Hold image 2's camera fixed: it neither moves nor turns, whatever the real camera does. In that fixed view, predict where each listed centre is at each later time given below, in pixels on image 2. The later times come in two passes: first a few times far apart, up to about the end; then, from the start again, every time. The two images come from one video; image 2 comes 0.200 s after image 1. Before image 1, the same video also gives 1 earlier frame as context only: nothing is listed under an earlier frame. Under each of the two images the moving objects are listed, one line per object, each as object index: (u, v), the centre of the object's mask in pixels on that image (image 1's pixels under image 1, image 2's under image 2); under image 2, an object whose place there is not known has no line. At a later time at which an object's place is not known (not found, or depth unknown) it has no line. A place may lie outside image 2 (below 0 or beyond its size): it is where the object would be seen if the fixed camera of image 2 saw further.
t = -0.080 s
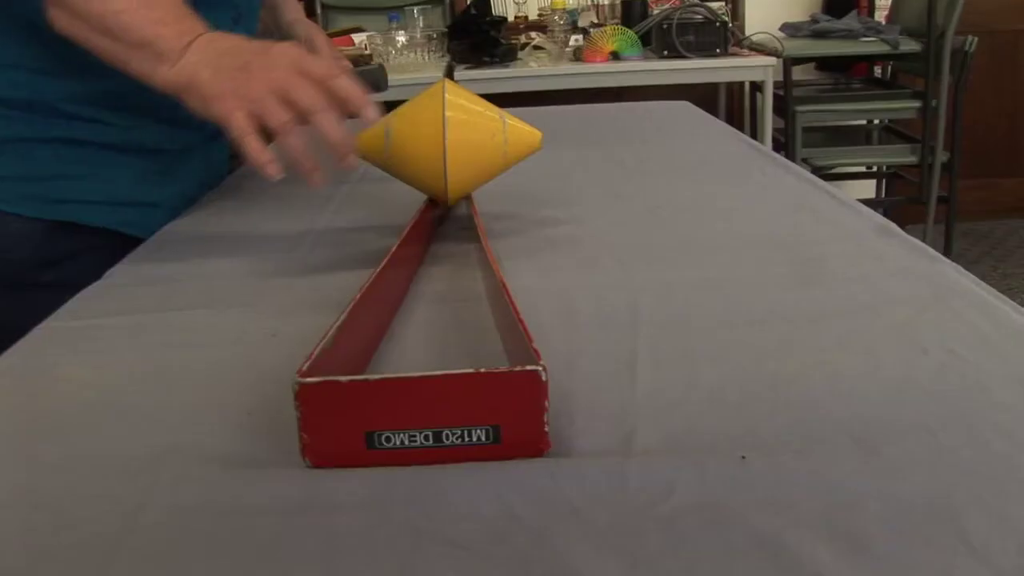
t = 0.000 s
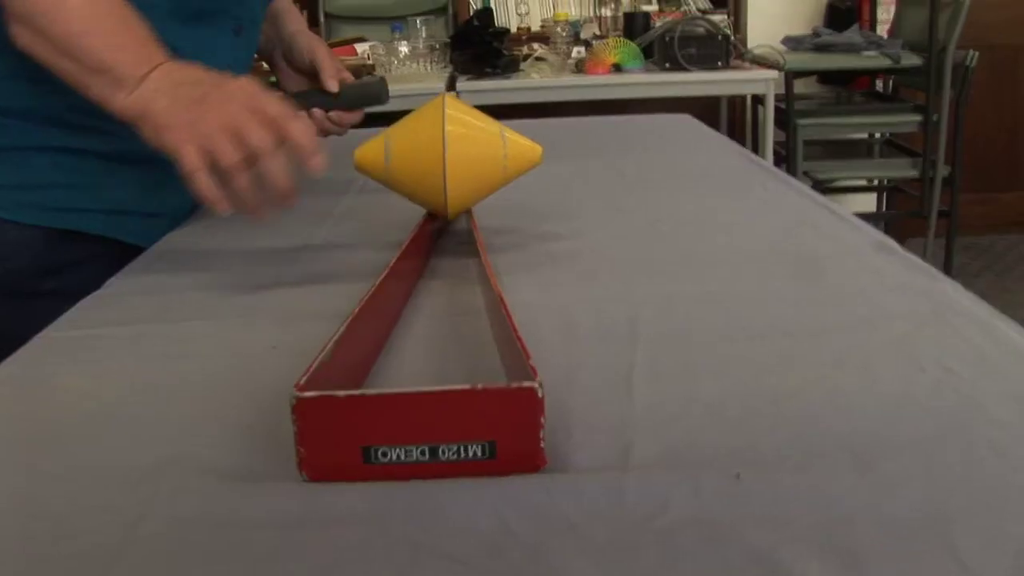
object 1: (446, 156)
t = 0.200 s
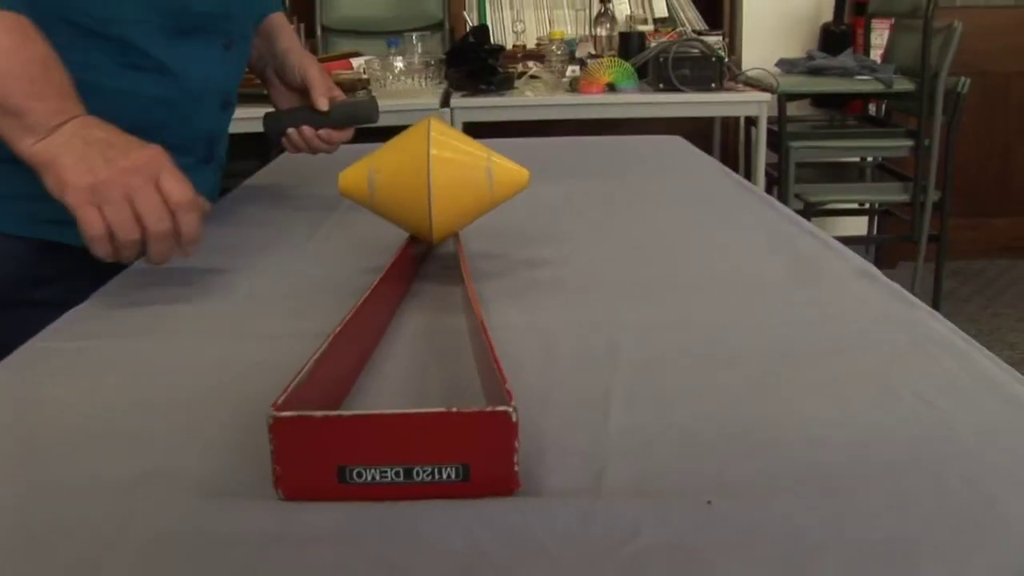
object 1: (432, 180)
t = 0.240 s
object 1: (432, 181)
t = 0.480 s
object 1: (429, 188)
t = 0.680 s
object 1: (426, 197)
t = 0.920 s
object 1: (423, 212)
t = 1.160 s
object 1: (417, 232)
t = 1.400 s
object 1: (410, 264)
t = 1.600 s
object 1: (402, 300)
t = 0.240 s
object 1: (432, 181)
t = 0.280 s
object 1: (432, 182)
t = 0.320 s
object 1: (431, 183)
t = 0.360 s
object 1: (431, 184)
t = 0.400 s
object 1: (430, 185)
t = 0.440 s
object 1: (430, 187)
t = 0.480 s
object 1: (429, 188)
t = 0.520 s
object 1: (429, 190)
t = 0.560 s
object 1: (428, 192)
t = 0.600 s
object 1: (427, 194)
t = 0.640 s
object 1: (427, 195)
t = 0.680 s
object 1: (426, 197)
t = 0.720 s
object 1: (426, 199)
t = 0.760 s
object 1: (425, 202)
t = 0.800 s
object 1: (425, 204)
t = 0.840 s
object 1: (424, 207)
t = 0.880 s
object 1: (423, 209)
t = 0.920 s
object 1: (423, 212)
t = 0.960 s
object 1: (422, 215)
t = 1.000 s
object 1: (421, 218)
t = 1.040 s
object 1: (420, 221)
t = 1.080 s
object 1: (419, 225)
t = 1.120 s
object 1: (418, 229)
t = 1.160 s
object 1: (417, 232)
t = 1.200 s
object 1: (416, 237)
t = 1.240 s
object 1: (415, 242)
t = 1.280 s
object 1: (413, 247)
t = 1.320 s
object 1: (412, 252)
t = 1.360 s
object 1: (411, 258)
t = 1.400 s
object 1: (410, 264)
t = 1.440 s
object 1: (409, 270)
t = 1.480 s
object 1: (407, 277)
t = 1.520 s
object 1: (405, 284)
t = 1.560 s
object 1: (403, 292)
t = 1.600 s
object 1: (402, 300)
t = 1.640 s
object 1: (400, 308)
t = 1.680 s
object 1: (398, 315)
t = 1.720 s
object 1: (397, 318)
